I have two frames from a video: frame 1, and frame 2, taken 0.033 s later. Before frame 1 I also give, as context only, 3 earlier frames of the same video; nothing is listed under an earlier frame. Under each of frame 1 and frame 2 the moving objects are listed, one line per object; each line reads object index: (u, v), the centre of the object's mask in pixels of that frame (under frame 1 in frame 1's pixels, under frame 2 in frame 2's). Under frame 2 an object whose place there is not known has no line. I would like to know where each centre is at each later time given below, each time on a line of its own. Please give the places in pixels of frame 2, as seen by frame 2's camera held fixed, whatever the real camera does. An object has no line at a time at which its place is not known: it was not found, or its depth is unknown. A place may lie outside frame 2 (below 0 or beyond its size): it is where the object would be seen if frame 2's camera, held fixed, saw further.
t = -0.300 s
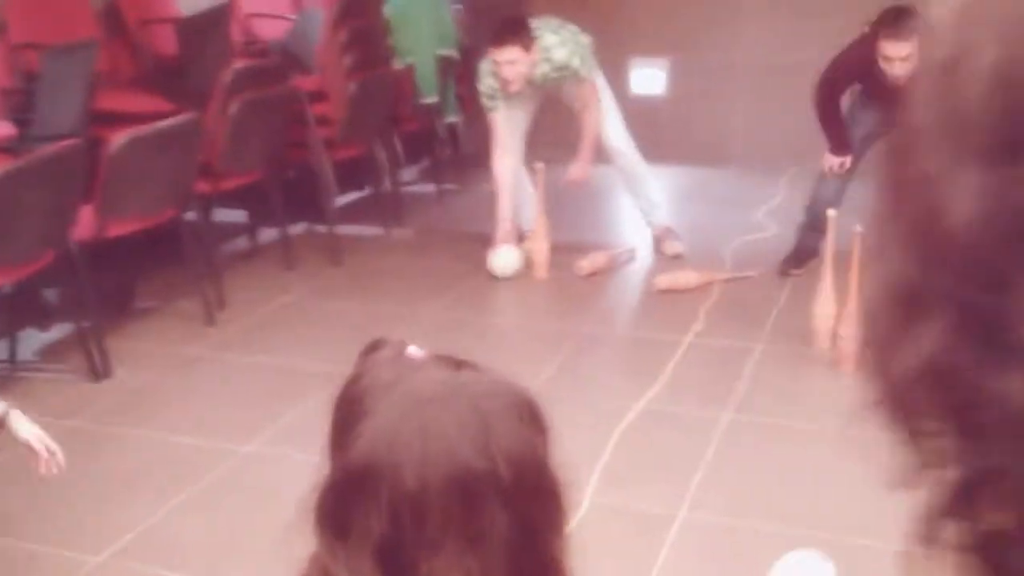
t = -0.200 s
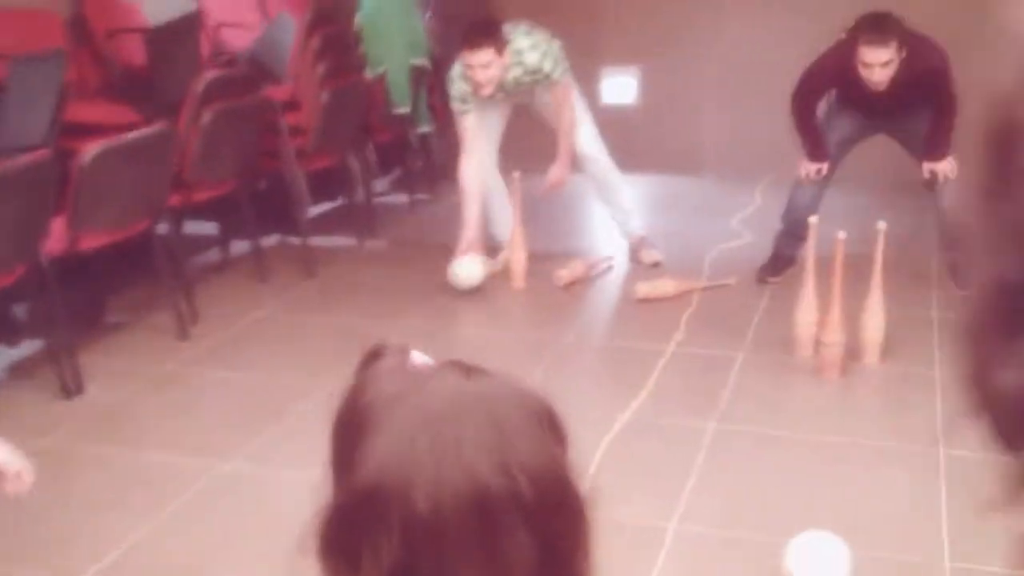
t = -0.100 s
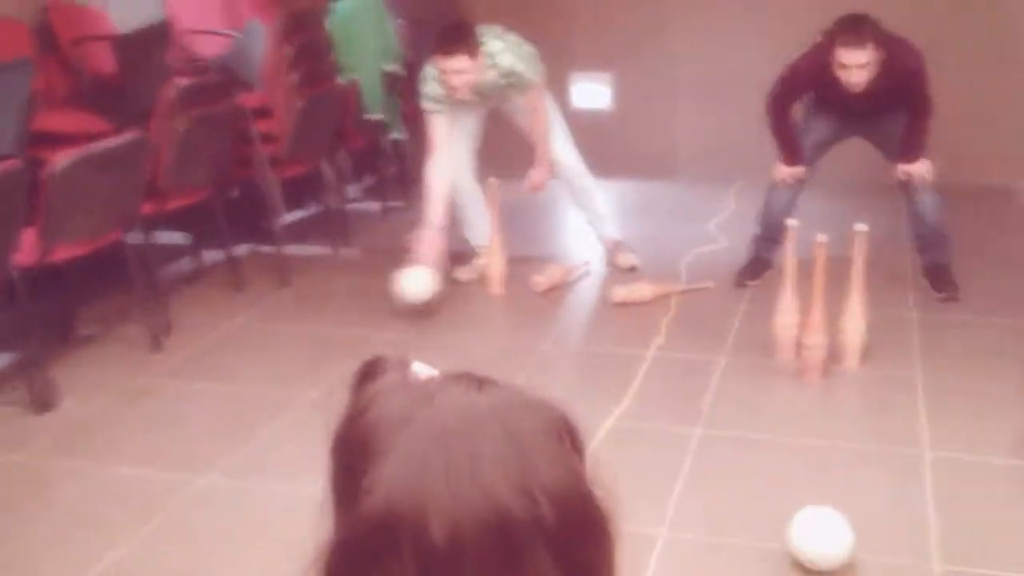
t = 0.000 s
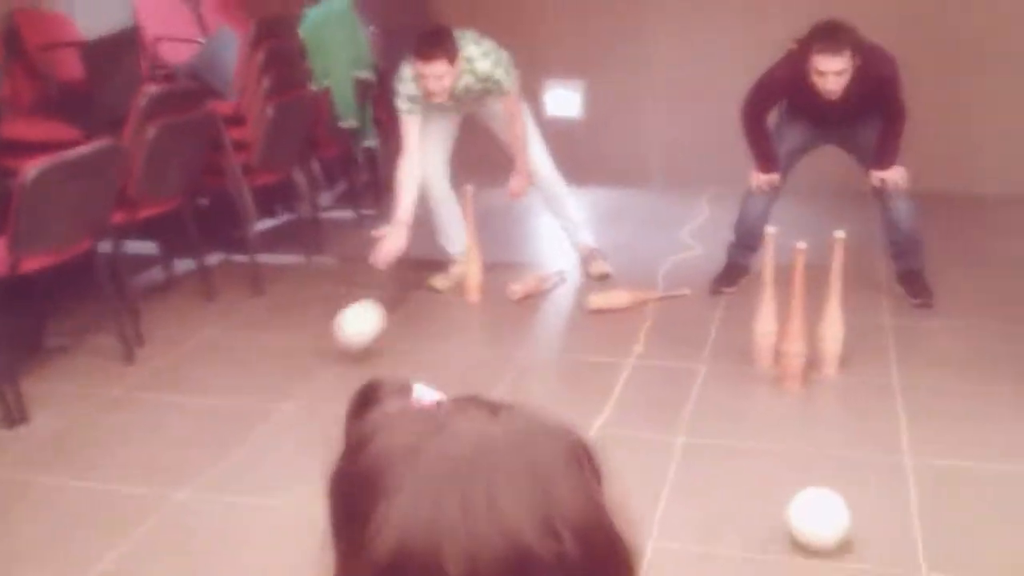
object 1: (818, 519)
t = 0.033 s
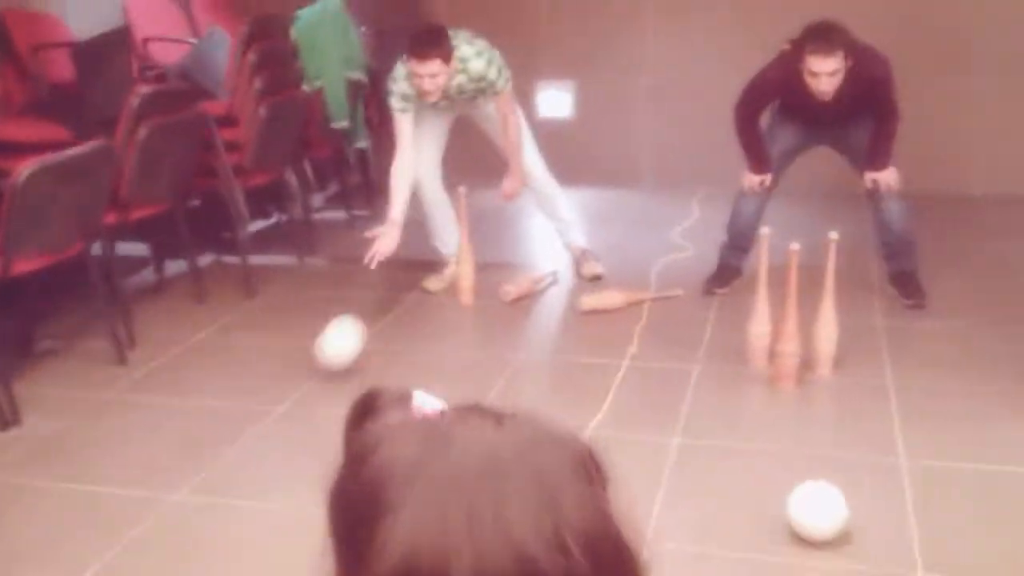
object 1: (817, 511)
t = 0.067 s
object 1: (819, 501)
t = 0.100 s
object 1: (823, 493)
